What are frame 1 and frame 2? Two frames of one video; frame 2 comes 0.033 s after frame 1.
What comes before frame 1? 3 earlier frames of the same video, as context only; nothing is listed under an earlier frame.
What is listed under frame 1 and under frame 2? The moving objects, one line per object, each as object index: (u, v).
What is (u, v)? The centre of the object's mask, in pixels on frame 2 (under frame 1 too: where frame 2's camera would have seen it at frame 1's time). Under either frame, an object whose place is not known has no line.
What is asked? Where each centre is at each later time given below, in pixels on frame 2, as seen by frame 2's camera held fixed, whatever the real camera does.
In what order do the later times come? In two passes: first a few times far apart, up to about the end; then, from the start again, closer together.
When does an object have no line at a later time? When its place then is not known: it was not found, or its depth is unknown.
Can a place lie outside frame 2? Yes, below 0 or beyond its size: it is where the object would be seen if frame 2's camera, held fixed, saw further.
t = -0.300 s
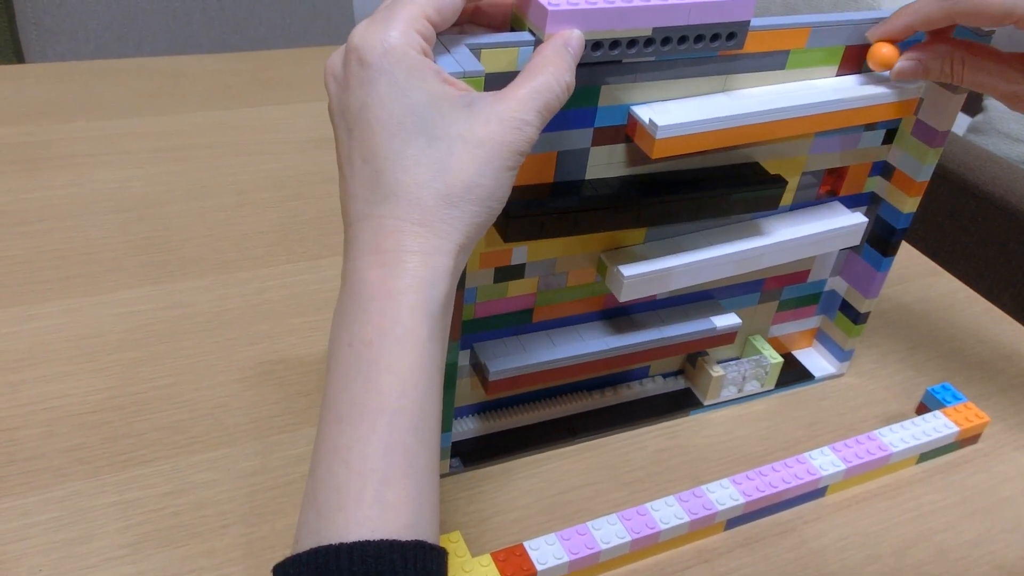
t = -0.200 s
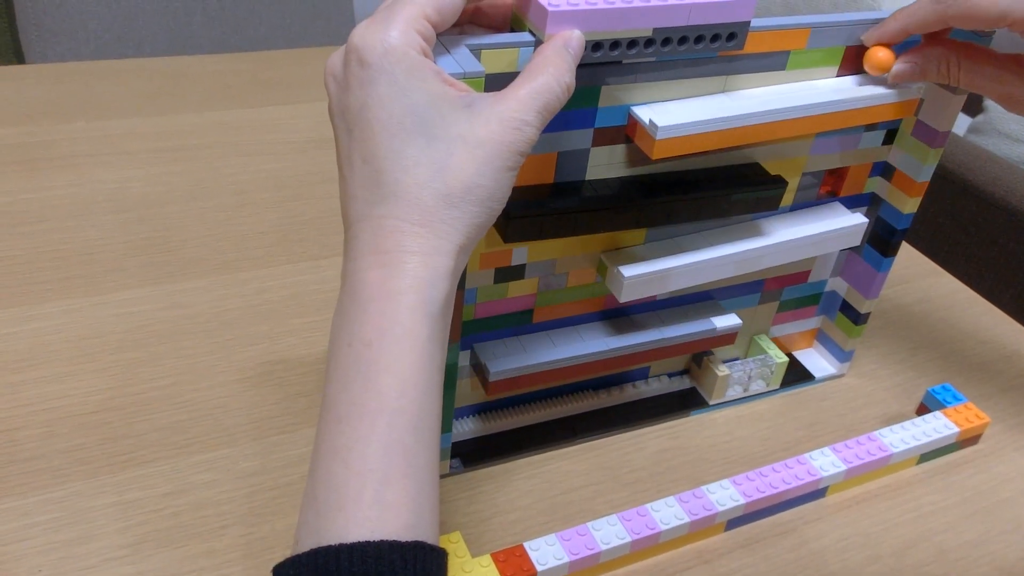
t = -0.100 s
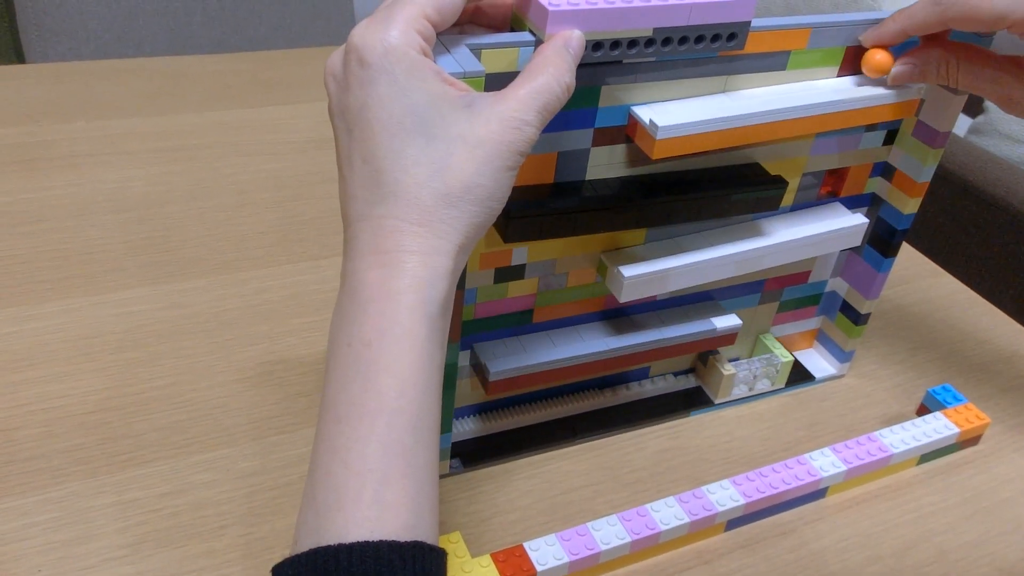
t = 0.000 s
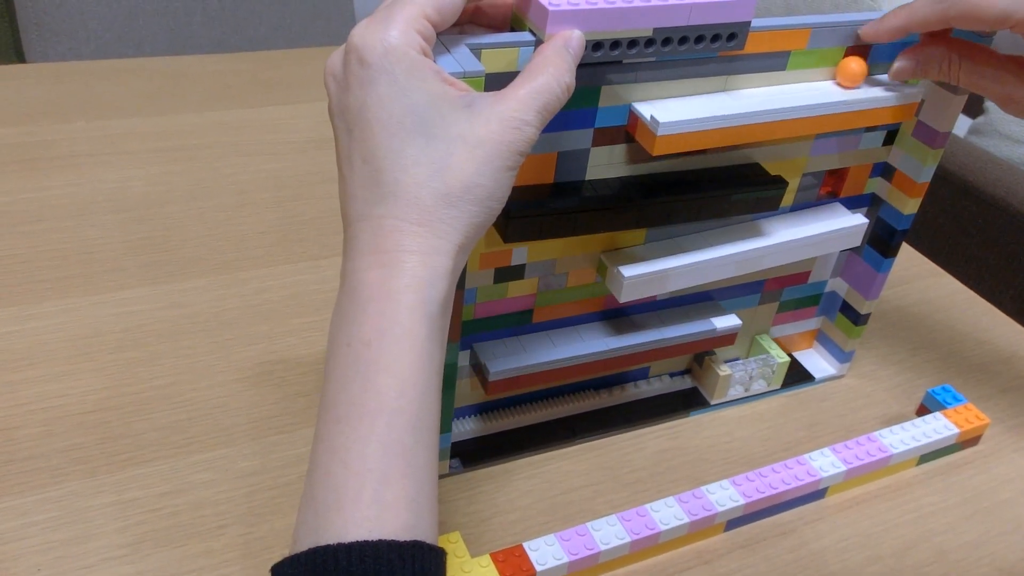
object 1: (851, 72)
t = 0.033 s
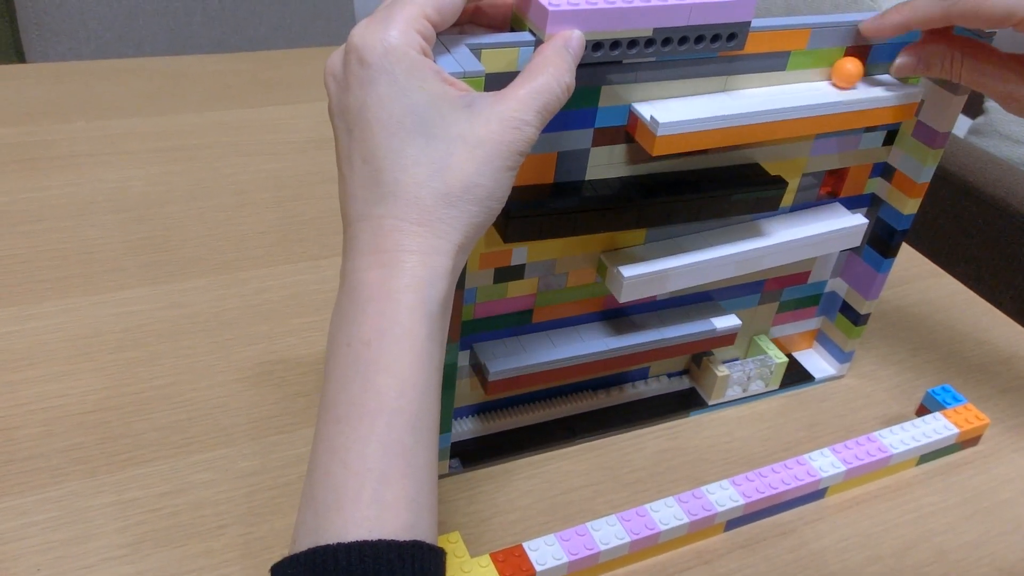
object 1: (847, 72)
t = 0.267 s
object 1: (819, 77)
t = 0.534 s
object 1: (763, 85)
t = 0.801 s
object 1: (640, 109)
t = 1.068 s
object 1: (525, 177)
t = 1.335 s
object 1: (533, 175)
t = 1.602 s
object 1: (647, 172)
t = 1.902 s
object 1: (755, 157)
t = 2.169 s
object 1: (778, 151)
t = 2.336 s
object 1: (797, 176)
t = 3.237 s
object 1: (578, 321)
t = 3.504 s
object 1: (751, 335)
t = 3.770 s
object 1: (791, 358)
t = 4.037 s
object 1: (769, 370)
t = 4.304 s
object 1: (788, 374)
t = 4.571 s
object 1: (825, 400)
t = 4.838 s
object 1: (869, 428)
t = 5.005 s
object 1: (874, 426)
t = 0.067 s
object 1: (843, 73)
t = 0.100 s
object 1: (839, 74)
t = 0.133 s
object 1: (835, 74)
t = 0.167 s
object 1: (832, 77)
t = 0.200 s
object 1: (828, 77)
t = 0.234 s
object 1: (824, 78)
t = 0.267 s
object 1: (819, 77)
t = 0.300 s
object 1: (814, 78)
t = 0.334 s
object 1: (809, 79)
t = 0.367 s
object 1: (803, 79)
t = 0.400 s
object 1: (797, 80)
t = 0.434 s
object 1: (790, 81)
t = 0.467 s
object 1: (782, 82)
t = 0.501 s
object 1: (773, 84)
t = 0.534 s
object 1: (763, 85)
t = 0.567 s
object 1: (752, 87)
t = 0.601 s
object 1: (740, 89)
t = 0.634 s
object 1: (727, 91)
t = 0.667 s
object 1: (713, 93)
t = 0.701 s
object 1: (697, 95)
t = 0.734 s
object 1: (679, 99)
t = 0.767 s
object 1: (660, 103)
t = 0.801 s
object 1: (640, 109)
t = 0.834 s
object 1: (616, 129)
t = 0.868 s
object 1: (589, 168)
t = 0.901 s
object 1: (570, 173)
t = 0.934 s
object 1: (560, 173)
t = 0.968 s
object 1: (547, 171)
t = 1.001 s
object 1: (536, 172)
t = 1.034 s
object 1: (529, 175)
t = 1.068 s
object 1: (525, 177)
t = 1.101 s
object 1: (522, 178)
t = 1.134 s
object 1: (520, 178)
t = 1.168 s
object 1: (520, 178)
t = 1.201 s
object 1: (520, 179)
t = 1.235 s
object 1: (522, 178)
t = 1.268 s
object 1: (524, 177)
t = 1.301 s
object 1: (528, 176)
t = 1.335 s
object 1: (533, 175)
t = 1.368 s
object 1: (543, 174)
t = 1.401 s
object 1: (555, 174)
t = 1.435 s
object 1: (568, 174)
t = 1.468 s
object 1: (582, 174)
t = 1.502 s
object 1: (597, 173)
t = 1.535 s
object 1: (614, 173)
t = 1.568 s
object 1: (630, 173)
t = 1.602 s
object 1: (647, 172)
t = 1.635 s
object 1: (668, 175)
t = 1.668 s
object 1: (687, 173)
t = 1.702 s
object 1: (701, 169)
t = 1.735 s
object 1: (712, 166)
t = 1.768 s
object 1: (722, 164)
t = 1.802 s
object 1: (732, 161)
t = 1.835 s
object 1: (741, 159)
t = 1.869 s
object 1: (749, 158)
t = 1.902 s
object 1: (755, 157)
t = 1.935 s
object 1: (760, 155)
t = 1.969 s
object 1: (765, 154)
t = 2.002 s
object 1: (770, 153)
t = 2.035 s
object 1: (773, 152)
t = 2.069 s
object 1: (775, 152)
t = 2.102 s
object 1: (777, 151)
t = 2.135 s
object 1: (778, 151)
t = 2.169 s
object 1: (778, 151)
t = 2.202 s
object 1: (779, 150)
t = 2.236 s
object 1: (780, 150)
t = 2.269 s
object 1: (782, 150)
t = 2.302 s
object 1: (788, 155)
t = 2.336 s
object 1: (797, 176)
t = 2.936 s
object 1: (557, 293)
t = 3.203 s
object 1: (565, 322)
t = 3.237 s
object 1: (578, 321)
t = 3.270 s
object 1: (595, 321)
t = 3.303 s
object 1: (613, 322)
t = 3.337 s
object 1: (632, 321)
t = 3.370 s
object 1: (654, 321)
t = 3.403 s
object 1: (678, 321)
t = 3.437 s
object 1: (703, 322)
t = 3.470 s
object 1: (731, 324)
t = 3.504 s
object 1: (751, 335)
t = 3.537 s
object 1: (768, 359)
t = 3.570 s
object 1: (791, 348)
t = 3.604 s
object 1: (818, 343)
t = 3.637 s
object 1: (809, 351)
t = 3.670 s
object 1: (803, 352)
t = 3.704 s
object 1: (798, 355)
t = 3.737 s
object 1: (795, 357)
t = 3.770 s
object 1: (791, 358)
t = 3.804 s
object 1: (788, 359)
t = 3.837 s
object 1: (785, 361)
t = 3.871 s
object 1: (782, 363)
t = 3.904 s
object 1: (778, 364)
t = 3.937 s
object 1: (775, 366)
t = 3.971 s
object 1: (773, 367)
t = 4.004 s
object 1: (771, 369)
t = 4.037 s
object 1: (769, 370)
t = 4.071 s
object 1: (770, 372)
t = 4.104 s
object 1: (773, 371)
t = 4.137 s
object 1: (775, 371)
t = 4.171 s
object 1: (777, 372)
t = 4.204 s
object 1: (780, 372)
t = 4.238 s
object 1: (782, 373)
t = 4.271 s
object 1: (785, 373)
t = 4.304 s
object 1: (788, 374)
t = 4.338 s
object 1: (790, 374)
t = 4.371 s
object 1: (793, 375)
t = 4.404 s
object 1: (796, 376)
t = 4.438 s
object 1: (800, 379)
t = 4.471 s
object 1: (805, 389)
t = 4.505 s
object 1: (813, 390)
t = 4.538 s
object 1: (819, 398)
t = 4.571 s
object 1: (825, 400)
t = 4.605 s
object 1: (832, 405)
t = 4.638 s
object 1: (838, 411)
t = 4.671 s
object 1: (845, 414)
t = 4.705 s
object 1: (851, 418)
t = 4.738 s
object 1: (857, 424)
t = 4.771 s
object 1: (863, 427)
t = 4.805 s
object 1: (869, 428)
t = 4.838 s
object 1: (869, 428)
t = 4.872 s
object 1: (869, 427)
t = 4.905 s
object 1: (871, 427)
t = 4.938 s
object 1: (871, 426)
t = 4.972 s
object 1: (873, 426)
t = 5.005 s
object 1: (874, 426)
